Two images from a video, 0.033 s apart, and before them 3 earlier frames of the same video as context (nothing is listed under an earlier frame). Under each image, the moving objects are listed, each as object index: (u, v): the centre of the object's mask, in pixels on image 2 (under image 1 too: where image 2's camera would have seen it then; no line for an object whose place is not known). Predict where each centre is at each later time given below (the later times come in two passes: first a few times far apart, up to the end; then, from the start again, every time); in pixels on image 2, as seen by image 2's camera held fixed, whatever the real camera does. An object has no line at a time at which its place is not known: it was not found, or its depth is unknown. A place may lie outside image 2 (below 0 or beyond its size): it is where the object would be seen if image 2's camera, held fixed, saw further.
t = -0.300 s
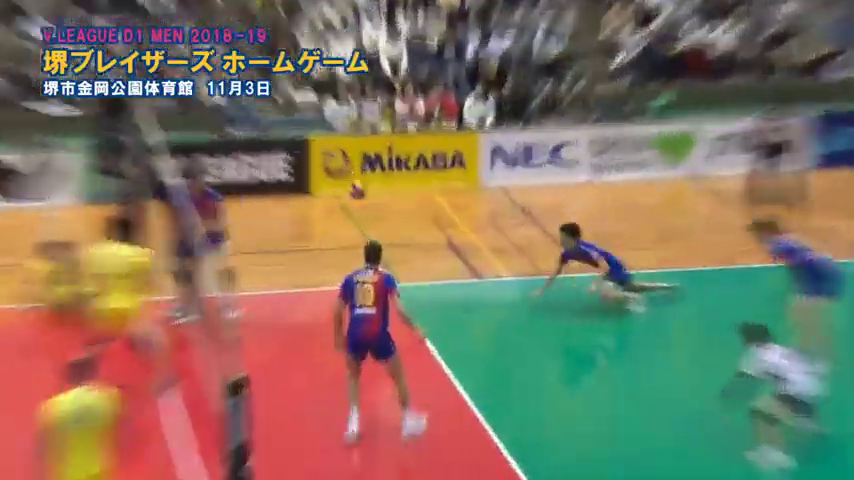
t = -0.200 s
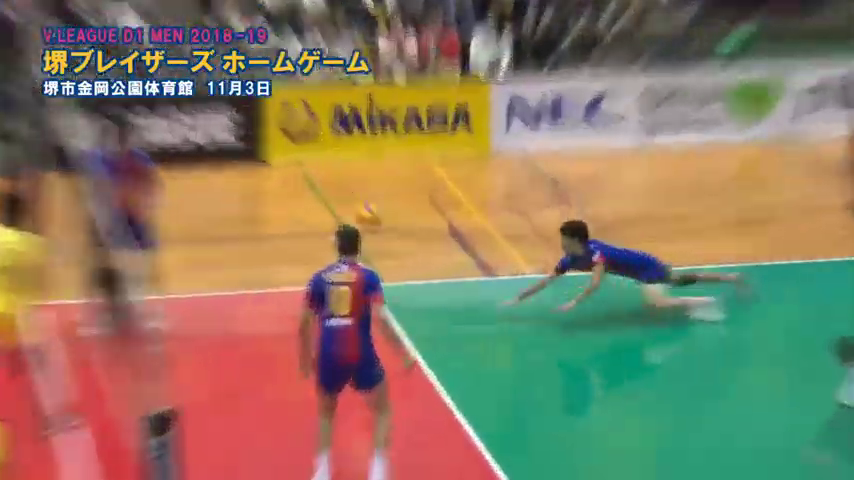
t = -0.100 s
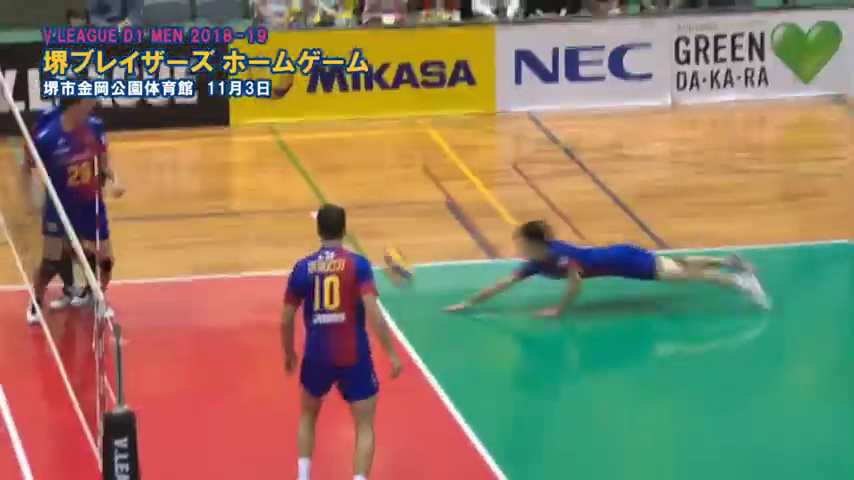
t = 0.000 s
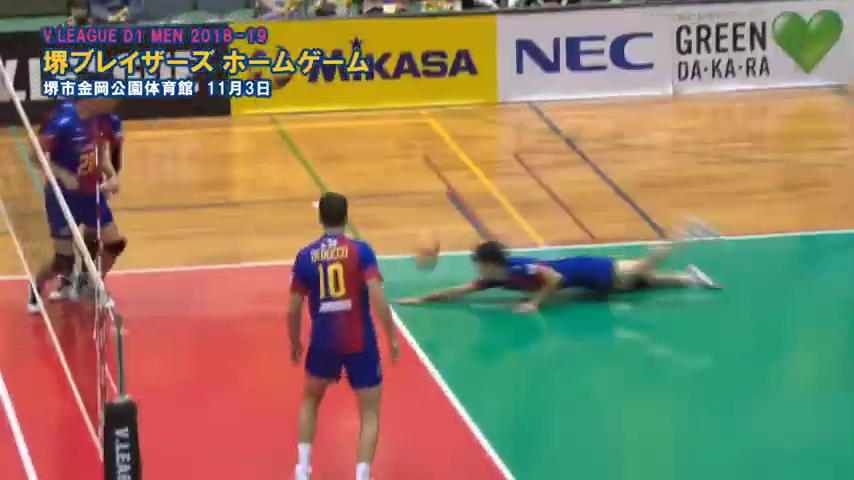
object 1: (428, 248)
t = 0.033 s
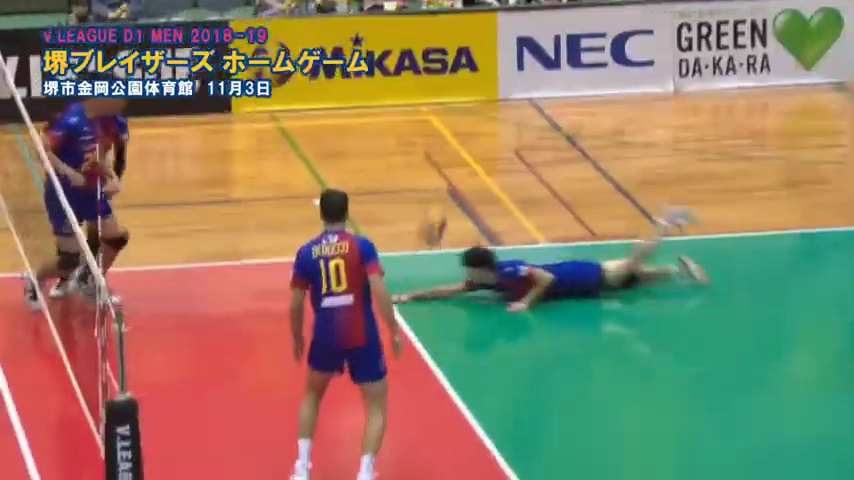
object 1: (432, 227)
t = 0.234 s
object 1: (465, 128)
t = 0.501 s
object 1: (503, 74)
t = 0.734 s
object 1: (539, 101)
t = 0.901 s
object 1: (561, 163)
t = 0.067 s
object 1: (438, 207)
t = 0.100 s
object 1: (440, 188)
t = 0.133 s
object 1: (445, 171)
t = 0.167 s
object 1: (452, 157)
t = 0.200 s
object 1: (459, 140)
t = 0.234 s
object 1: (465, 128)
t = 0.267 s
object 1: (469, 116)
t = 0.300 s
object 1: (473, 106)
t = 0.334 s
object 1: (478, 97)
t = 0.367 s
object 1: (483, 91)
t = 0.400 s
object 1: (487, 84)
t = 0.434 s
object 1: (493, 79)
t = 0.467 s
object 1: (498, 75)
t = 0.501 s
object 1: (503, 74)
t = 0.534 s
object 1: (509, 73)
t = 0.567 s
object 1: (515, 73)
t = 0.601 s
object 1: (519, 77)
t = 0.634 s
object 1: (524, 80)
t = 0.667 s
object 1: (529, 85)
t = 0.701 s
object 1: (534, 91)
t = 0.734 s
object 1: (539, 101)
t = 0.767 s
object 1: (544, 110)
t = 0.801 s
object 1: (548, 119)
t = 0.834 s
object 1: (554, 132)
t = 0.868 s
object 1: (559, 146)
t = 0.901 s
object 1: (561, 163)
